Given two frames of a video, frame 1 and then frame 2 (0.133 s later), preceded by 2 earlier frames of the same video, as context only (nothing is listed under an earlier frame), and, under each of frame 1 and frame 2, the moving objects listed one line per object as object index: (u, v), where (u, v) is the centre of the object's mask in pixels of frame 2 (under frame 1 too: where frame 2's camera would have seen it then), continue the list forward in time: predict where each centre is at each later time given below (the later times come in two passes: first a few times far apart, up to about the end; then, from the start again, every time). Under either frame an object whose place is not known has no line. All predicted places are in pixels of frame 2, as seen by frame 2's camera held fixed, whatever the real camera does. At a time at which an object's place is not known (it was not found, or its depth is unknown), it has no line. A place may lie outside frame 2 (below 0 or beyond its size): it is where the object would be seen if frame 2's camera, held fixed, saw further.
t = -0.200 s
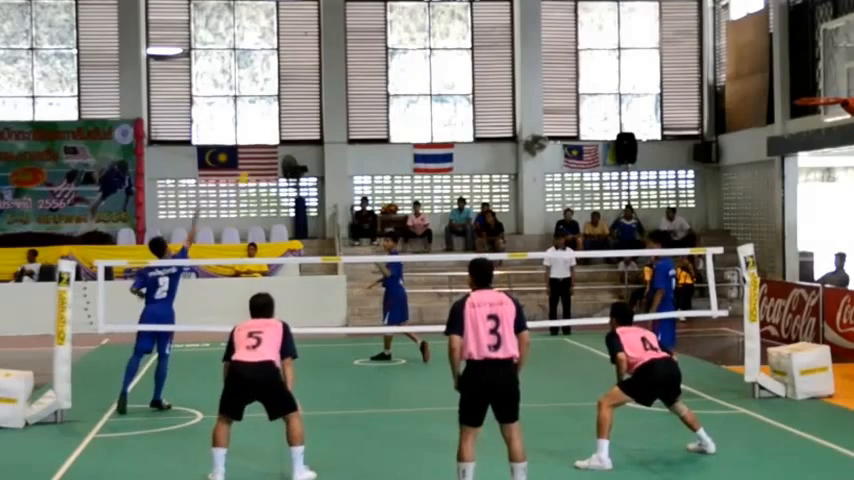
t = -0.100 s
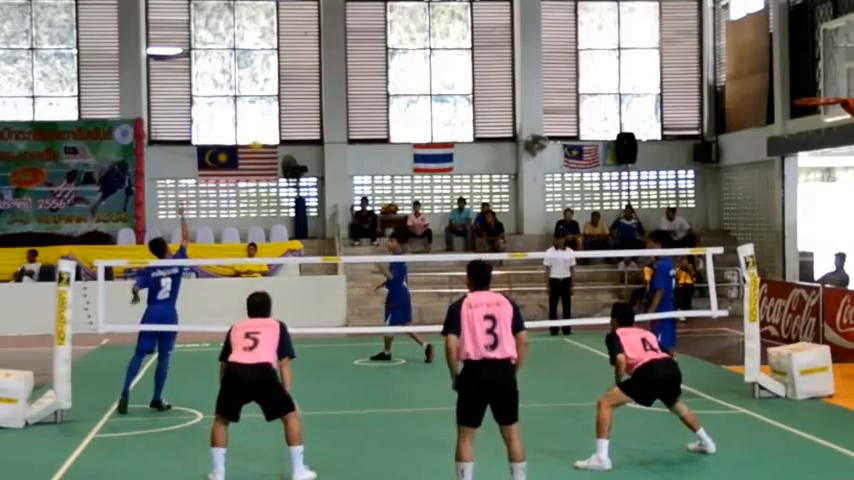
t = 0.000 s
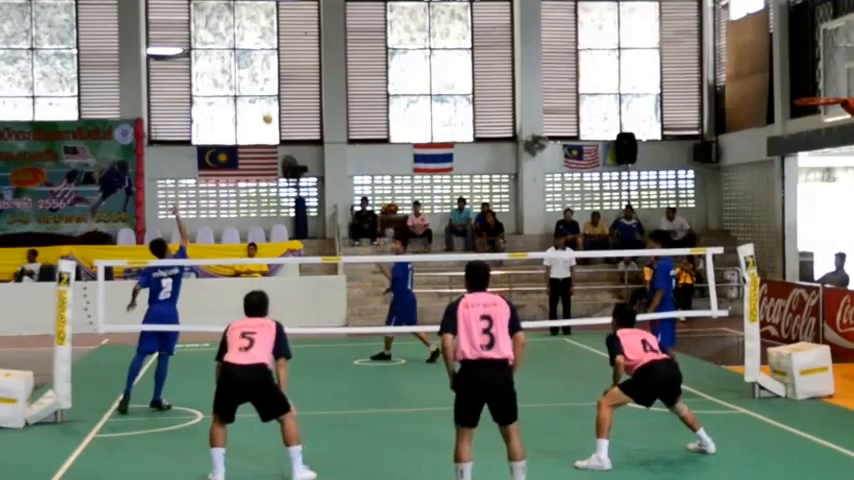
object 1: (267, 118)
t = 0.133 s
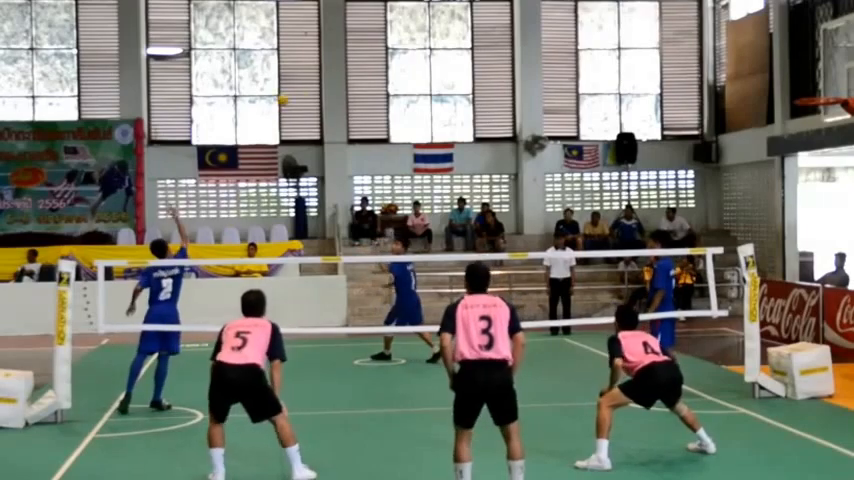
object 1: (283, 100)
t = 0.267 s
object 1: (297, 95)
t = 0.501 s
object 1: (323, 121)
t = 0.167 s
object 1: (286, 97)
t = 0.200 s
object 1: (289, 96)
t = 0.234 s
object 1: (294, 95)
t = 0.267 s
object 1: (297, 95)
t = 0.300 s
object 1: (301, 96)
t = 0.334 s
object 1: (304, 97)
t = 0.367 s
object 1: (309, 100)
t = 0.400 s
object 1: (312, 105)
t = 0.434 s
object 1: (316, 110)
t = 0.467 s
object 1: (319, 115)
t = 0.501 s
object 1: (323, 121)
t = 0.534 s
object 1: (326, 129)
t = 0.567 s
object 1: (330, 137)
